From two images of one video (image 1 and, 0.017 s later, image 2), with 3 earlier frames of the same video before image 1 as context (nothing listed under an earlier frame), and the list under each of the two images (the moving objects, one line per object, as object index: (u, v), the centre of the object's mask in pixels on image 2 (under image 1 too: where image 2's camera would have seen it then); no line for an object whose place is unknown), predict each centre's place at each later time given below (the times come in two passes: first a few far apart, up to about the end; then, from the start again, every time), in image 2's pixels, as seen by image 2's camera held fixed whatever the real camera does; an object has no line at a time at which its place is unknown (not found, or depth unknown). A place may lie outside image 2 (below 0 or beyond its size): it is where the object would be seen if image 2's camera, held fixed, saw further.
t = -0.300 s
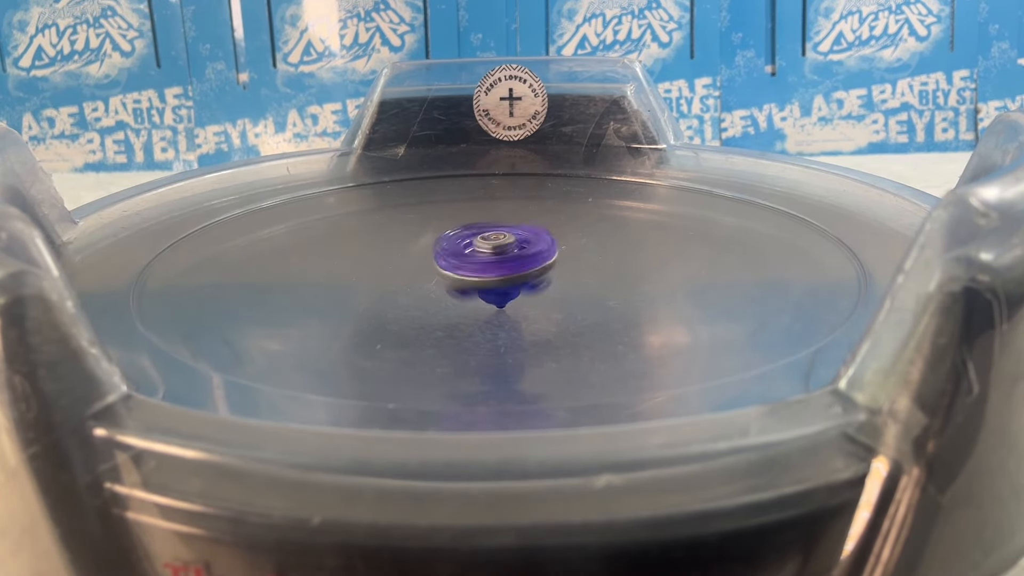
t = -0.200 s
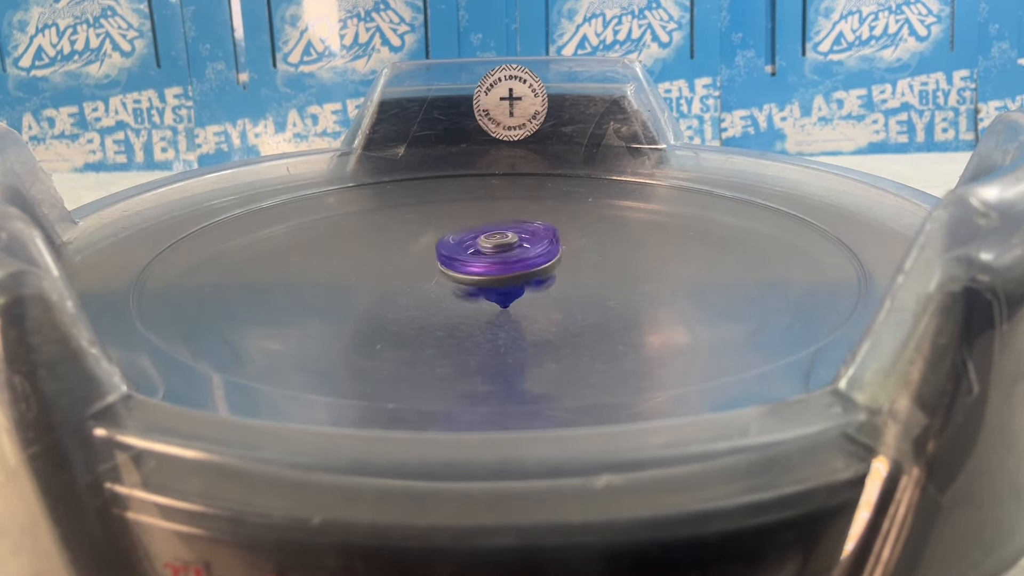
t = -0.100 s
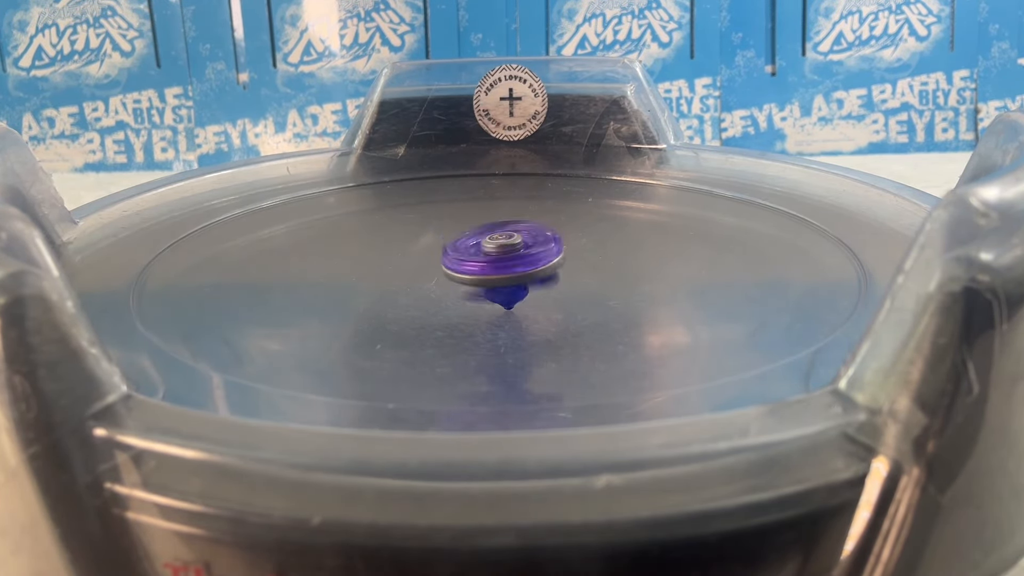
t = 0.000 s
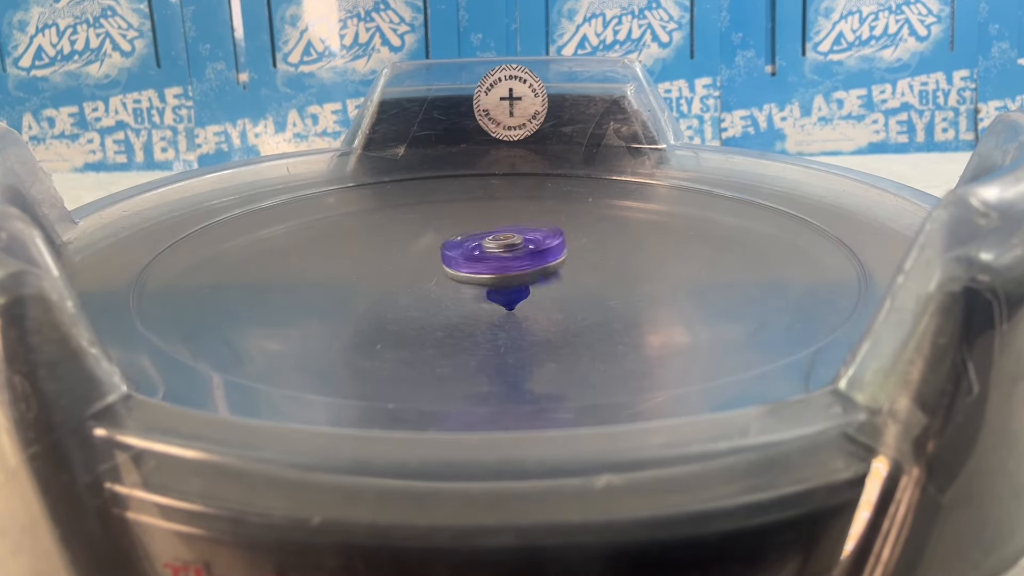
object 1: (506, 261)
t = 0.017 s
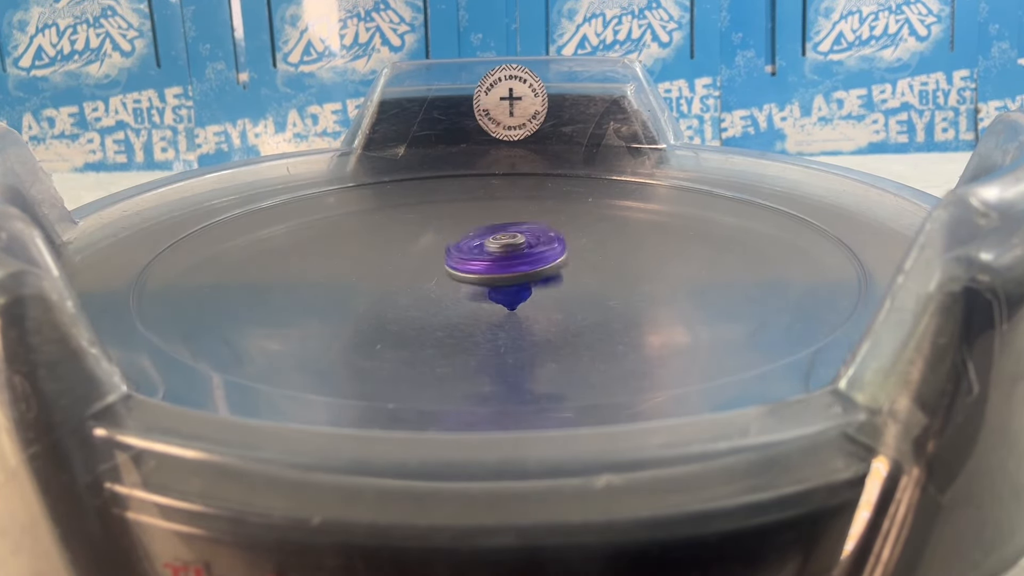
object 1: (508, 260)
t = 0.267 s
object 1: (514, 263)
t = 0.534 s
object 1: (508, 265)
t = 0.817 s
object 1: (501, 265)
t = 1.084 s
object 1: (493, 264)
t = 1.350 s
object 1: (490, 261)
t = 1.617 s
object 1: (494, 261)
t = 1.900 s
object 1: (493, 260)
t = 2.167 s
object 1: (496, 261)
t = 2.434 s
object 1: (497, 261)
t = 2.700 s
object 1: (498, 261)
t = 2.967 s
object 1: (499, 259)
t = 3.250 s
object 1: (494, 259)
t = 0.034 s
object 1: (508, 261)
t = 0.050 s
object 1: (505, 263)
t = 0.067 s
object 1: (509, 263)
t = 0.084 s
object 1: (506, 261)
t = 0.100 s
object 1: (507, 261)
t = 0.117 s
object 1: (509, 262)
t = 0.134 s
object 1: (511, 262)
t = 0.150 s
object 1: (512, 262)
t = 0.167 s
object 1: (509, 265)
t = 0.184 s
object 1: (513, 265)
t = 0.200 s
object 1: (511, 263)
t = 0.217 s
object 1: (510, 263)
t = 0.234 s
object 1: (512, 264)
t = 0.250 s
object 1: (513, 263)
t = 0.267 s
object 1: (514, 263)
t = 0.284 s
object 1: (513, 266)
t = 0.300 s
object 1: (516, 266)
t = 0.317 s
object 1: (513, 266)
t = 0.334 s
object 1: (510, 267)
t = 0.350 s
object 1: (512, 267)
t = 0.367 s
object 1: (512, 264)
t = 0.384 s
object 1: (512, 265)
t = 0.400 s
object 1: (512, 267)
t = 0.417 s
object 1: (513, 266)
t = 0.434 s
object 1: (513, 266)
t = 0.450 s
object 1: (509, 268)
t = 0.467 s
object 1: (512, 268)
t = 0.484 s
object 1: (509, 267)
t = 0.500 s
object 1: (506, 266)
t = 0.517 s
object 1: (509, 267)
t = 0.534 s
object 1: (508, 265)
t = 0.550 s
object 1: (508, 265)
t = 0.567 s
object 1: (507, 267)
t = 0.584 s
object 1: (509, 266)
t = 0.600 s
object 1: (509, 266)
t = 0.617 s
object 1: (505, 269)
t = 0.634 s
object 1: (507, 266)
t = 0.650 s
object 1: (505, 265)
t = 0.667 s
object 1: (502, 267)
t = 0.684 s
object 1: (505, 267)
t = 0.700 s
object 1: (503, 265)
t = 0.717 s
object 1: (504, 265)
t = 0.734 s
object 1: (503, 267)
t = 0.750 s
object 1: (505, 266)
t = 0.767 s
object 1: (505, 266)
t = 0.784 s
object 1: (501, 268)
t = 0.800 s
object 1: (504, 268)
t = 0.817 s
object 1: (501, 265)
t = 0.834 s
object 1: (497, 267)
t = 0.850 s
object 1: (500, 267)
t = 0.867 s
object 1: (500, 265)
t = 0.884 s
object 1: (497, 265)
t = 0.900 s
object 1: (499, 266)
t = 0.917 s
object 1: (499, 265)
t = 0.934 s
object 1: (499, 265)
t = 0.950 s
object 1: (497, 266)
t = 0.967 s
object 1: (499, 266)
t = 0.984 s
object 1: (498, 266)
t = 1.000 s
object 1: (493, 268)
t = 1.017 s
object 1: (497, 267)
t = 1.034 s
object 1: (495, 264)
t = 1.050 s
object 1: (491, 266)
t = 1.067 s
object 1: (494, 266)
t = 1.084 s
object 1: (493, 264)
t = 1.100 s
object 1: (491, 264)
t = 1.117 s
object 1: (493, 265)
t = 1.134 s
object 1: (493, 263)
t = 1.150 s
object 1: (492, 263)
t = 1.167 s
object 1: (490, 265)
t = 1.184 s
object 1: (492, 264)
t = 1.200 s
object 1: (492, 263)
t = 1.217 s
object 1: (488, 266)
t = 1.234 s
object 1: (492, 265)
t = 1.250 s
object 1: (491, 264)
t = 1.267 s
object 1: (488, 265)
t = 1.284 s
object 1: (491, 264)
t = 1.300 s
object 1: (490, 262)
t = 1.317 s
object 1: (488, 262)
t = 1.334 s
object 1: (492, 263)
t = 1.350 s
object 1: (490, 261)
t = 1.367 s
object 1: (489, 261)
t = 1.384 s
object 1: (492, 263)
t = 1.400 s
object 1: (491, 261)
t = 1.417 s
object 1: (492, 260)
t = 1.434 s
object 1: (491, 262)
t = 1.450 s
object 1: (493, 260)
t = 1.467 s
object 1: (493, 260)
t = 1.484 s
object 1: (491, 262)
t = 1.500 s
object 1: (494, 261)
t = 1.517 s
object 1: (494, 261)
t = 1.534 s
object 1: (491, 262)
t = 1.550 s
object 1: (496, 261)
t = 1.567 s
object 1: (494, 260)
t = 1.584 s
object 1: (492, 262)
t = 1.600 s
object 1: (495, 262)
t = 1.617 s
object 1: (494, 261)
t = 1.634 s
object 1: (492, 259)
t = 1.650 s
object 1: (496, 260)
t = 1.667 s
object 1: (495, 258)
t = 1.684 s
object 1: (494, 258)
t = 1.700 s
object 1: (496, 259)
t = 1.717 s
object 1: (495, 258)
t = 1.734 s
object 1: (494, 258)
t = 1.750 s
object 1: (497, 259)
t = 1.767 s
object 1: (495, 258)
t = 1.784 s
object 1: (495, 257)
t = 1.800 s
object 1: (496, 259)
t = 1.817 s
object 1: (495, 257)
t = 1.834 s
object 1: (495, 257)
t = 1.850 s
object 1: (495, 259)
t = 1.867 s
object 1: (495, 257)
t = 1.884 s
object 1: (495, 257)
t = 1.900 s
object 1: (493, 260)
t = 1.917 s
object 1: (495, 258)
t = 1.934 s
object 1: (494, 257)
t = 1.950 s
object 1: (493, 260)
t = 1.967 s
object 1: (495, 258)
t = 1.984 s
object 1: (495, 258)
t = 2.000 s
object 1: (493, 260)
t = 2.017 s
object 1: (495, 259)
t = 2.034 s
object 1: (495, 258)
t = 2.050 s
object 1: (493, 260)
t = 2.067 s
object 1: (496, 259)
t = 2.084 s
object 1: (495, 259)
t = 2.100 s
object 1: (493, 261)
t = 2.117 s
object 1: (496, 260)
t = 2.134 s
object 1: (495, 260)
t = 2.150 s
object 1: (493, 262)
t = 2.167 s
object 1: (496, 261)
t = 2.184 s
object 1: (496, 260)
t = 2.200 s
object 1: (494, 261)
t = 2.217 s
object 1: (497, 261)
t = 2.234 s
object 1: (497, 260)
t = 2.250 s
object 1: (494, 262)
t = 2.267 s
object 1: (498, 260)
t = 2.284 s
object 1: (497, 259)
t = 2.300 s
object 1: (494, 262)
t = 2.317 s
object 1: (498, 260)
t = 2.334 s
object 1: (497, 260)
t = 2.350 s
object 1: (494, 262)
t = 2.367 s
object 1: (498, 261)
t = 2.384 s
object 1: (497, 260)
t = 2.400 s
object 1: (494, 263)
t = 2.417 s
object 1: (497, 262)
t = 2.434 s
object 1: (497, 261)
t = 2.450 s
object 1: (494, 263)
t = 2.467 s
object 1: (498, 260)
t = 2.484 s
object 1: (497, 260)
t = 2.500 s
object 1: (495, 262)
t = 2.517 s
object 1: (499, 260)
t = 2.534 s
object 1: (498, 260)
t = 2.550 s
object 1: (496, 262)
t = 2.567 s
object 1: (499, 260)
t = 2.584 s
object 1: (498, 260)
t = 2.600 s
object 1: (497, 262)
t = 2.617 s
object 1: (499, 260)
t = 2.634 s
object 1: (499, 260)
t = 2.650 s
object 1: (498, 262)
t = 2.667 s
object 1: (499, 260)
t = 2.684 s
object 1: (499, 260)
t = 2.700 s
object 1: (498, 261)
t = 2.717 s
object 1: (498, 260)
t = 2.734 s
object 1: (498, 260)
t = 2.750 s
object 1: (498, 261)
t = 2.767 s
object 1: (497, 259)
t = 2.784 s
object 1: (496, 259)
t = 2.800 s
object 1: (498, 261)
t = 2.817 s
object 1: (497, 259)
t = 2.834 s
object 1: (496, 259)
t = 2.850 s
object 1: (498, 261)
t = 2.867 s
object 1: (497, 259)
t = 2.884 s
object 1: (495, 260)
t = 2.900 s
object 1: (499, 260)
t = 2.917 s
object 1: (498, 259)
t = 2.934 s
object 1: (495, 260)
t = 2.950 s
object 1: (499, 260)
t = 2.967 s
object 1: (499, 259)
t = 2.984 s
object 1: (495, 262)
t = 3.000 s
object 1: (500, 262)
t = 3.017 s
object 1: (499, 261)
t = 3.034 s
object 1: (496, 262)
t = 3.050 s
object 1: (500, 261)
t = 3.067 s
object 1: (499, 260)
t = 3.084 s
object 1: (497, 261)
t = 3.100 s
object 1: (499, 260)
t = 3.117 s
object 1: (499, 260)
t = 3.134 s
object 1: (497, 261)
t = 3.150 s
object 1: (497, 259)
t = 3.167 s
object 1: (496, 259)
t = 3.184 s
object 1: (496, 261)
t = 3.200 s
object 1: (495, 259)
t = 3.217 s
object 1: (494, 259)
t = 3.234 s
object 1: (496, 260)
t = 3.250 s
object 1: (494, 259)
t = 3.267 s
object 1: (493, 259)
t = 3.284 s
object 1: (496, 260)
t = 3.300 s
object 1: (495, 259)
